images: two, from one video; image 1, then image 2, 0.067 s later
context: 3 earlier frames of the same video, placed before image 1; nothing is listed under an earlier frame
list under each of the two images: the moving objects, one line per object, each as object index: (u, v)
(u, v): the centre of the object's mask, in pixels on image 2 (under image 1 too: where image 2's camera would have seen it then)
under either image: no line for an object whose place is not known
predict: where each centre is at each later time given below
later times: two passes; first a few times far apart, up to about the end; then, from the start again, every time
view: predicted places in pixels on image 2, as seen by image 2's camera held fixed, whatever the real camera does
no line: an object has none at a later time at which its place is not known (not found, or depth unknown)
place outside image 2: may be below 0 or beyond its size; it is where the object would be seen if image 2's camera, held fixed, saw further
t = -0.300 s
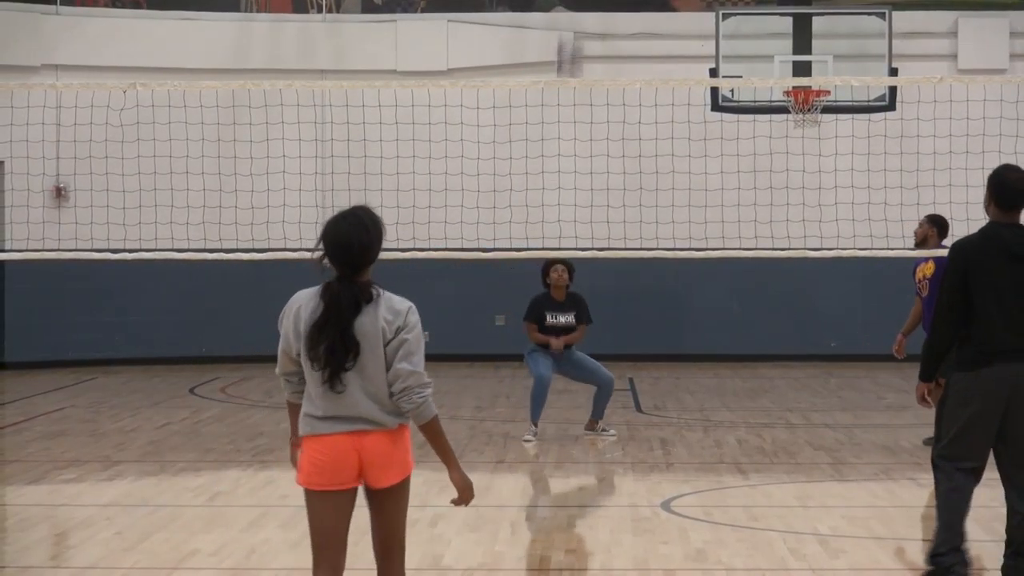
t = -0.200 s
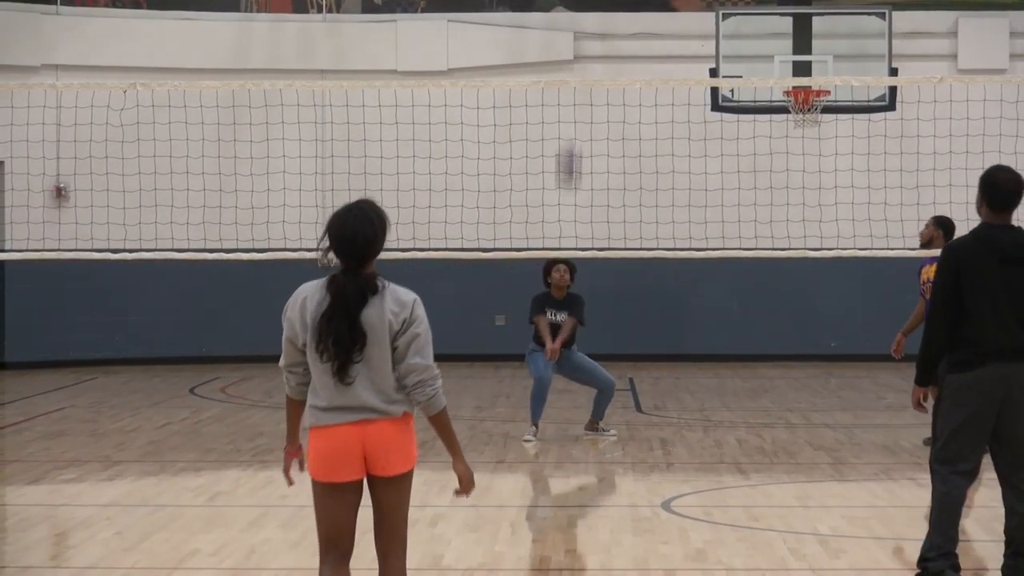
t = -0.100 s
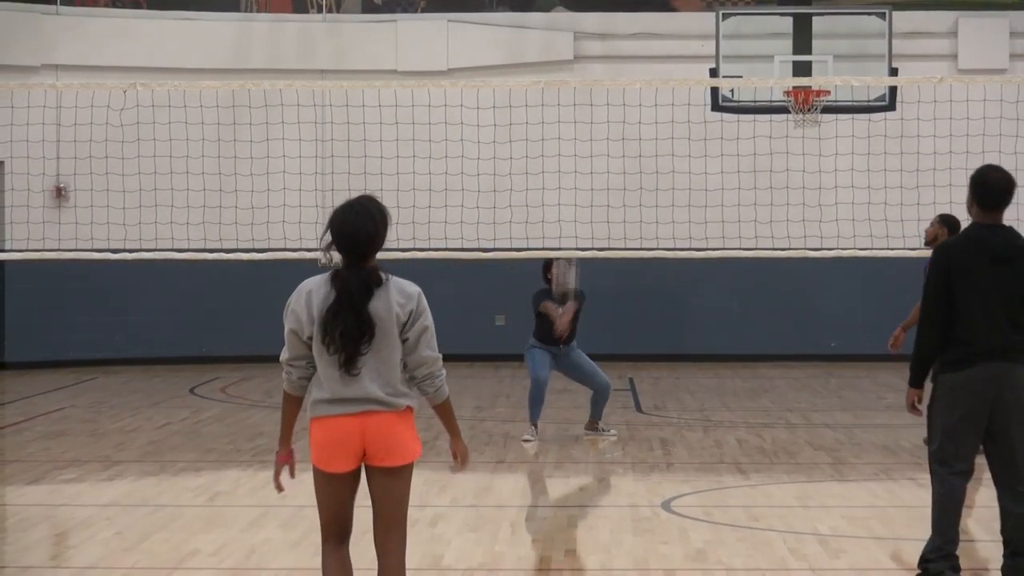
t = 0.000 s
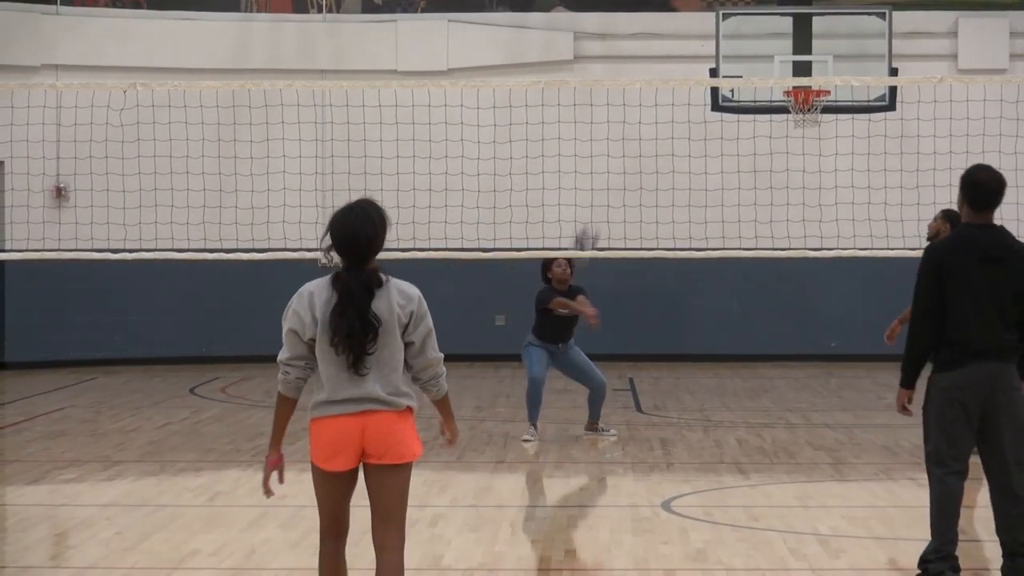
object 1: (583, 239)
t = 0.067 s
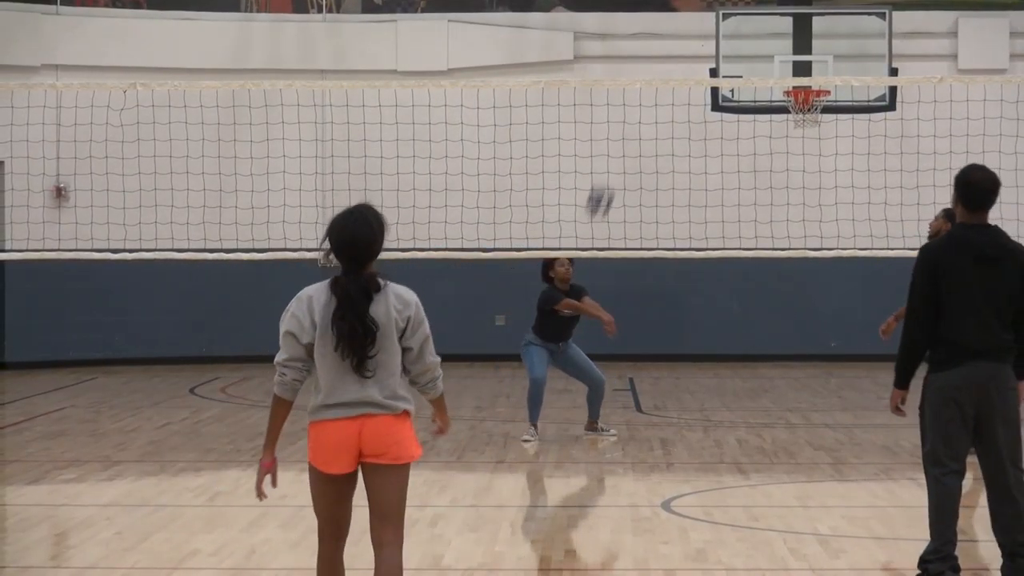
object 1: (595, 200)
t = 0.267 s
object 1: (641, 104)
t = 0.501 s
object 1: (697, 58)
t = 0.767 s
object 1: (758, 96)
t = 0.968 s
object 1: (804, 180)
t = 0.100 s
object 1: (601, 180)
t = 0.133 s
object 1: (609, 163)
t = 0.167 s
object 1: (617, 145)
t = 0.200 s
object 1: (626, 130)
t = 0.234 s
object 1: (633, 118)
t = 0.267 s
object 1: (641, 104)
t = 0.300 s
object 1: (649, 97)
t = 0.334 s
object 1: (655, 86)
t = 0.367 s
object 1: (664, 71)
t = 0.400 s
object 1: (674, 67)
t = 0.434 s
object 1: (682, 63)
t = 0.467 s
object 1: (689, 60)
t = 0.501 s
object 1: (697, 58)
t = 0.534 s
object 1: (702, 57)
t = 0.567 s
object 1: (711, 57)
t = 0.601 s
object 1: (720, 60)
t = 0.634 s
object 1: (728, 63)
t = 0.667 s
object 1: (734, 66)
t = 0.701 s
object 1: (743, 69)
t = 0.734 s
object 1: (751, 78)
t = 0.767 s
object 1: (758, 96)
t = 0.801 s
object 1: (766, 103)
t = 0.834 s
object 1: (772, 115)
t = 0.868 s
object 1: (781, 128)
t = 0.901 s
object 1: (789, 145)
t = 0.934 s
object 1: (796, 164)
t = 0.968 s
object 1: (804, 180)
